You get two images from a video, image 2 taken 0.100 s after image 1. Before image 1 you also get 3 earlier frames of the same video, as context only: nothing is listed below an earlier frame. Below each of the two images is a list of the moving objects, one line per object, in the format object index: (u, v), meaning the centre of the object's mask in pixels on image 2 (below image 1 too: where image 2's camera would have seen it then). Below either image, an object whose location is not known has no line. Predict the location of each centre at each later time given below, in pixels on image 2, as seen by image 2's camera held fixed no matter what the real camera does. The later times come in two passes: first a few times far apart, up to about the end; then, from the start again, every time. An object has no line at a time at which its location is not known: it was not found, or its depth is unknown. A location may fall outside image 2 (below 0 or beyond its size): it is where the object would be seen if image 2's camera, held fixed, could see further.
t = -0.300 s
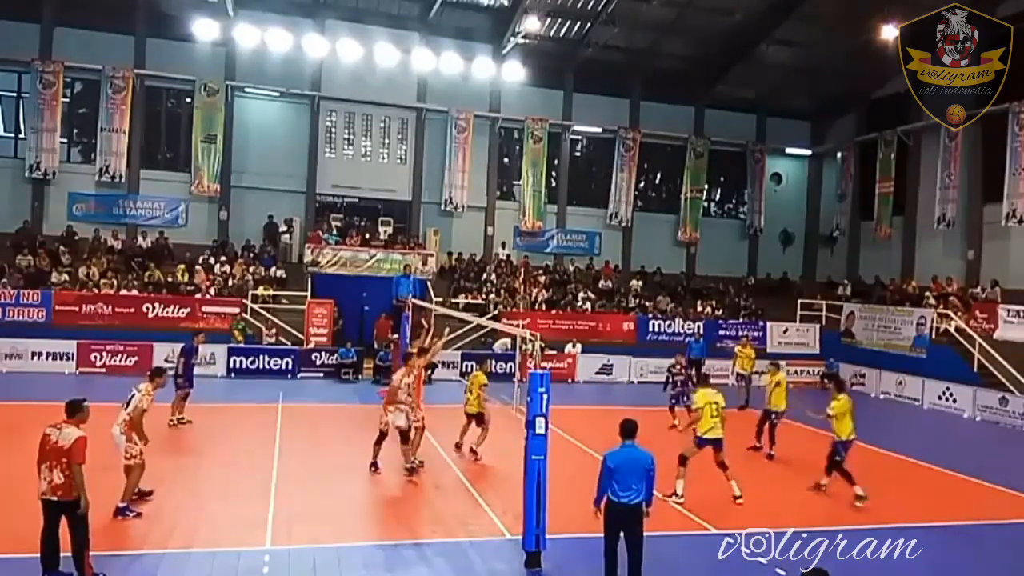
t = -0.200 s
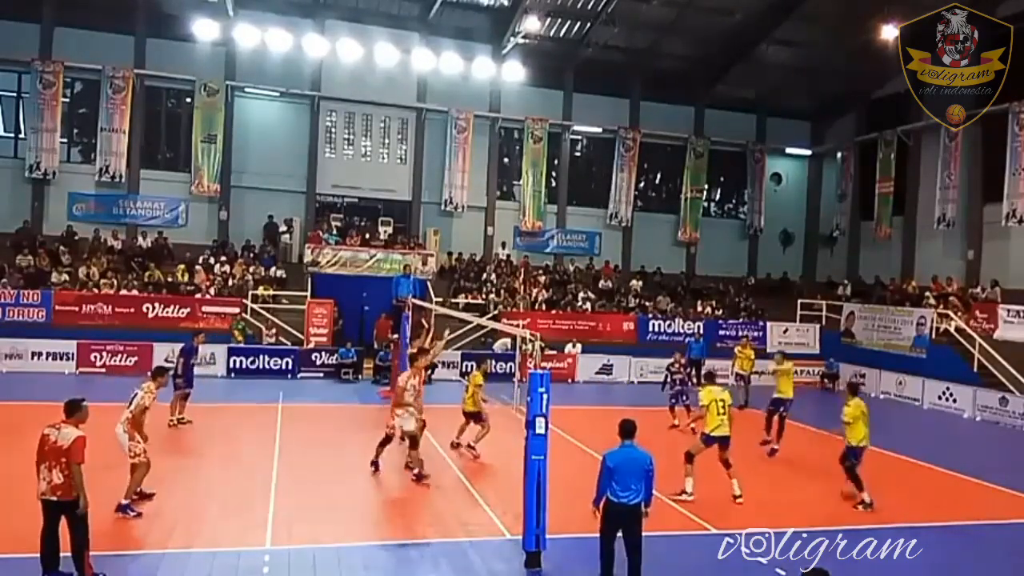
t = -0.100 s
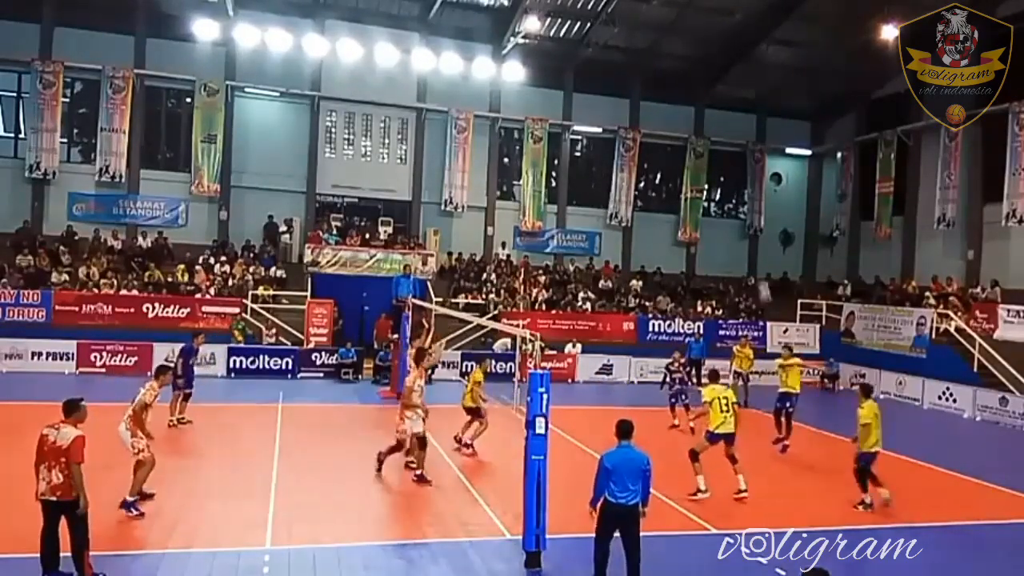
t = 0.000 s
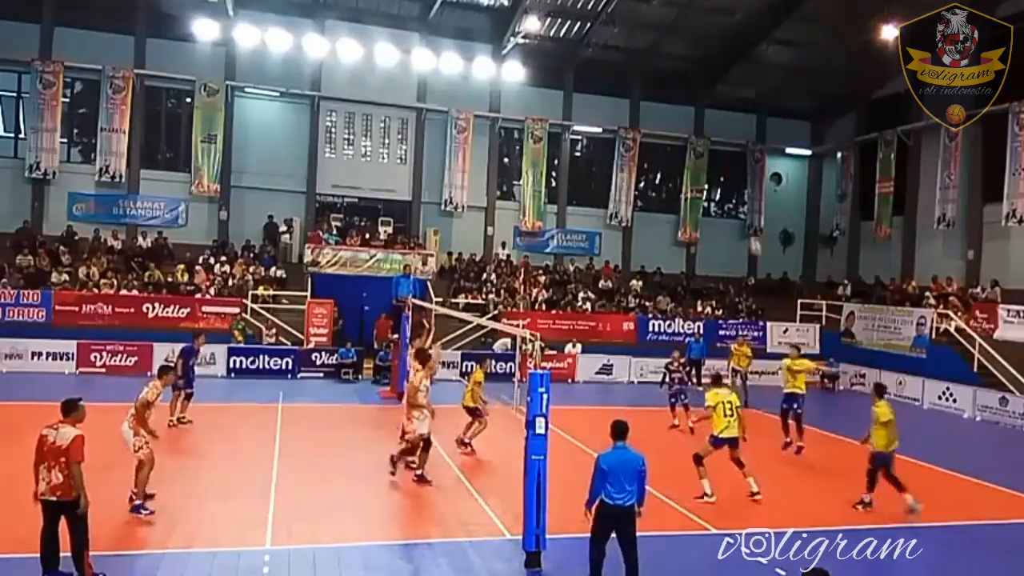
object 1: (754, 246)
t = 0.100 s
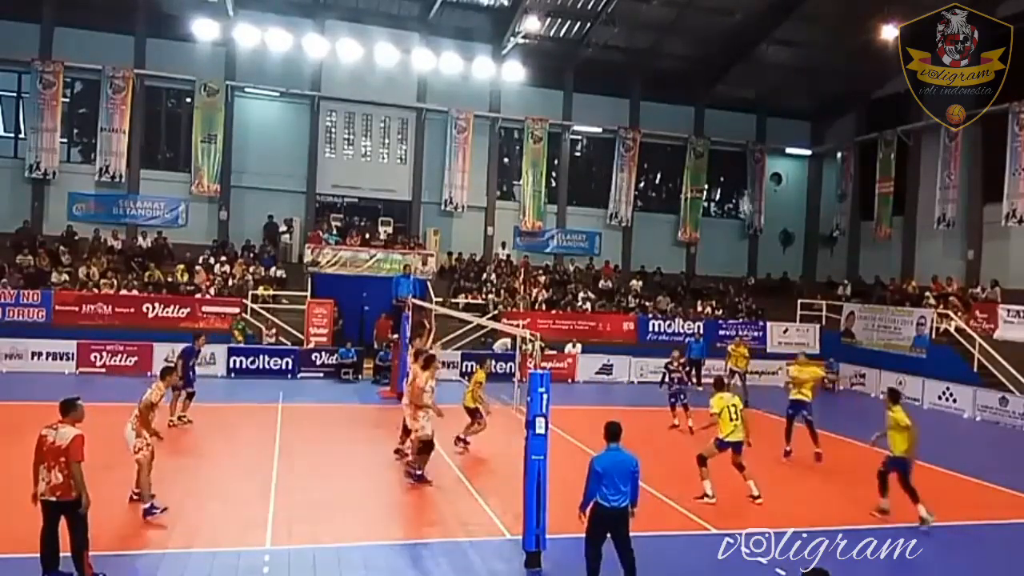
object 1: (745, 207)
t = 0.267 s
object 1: (730, 155)
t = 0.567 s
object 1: (700, 102)
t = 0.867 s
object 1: (668, 100)
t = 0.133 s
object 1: (741, 195)
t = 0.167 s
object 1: (738, 187)
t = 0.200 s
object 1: (735, 174)
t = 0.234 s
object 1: (733, 163)
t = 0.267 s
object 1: (730, 155)
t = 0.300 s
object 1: (726, 146)
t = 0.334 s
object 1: (723, 138)
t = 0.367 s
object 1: (719, 131)
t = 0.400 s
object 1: (716, 125)
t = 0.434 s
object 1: (712, 118)
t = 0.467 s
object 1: (710, 114)
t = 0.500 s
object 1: (707, 109)
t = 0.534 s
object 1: (703, 105)
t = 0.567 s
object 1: (700, 102)
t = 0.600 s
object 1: (696, 99)
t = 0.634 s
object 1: (693, 97)
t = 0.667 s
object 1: (690, 96)
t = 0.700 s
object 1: (686, 95)
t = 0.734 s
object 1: (682, 95)
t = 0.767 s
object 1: (678, 95)
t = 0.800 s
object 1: (675, 96)
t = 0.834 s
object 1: (671, 98)
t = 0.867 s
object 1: (668, 100)
